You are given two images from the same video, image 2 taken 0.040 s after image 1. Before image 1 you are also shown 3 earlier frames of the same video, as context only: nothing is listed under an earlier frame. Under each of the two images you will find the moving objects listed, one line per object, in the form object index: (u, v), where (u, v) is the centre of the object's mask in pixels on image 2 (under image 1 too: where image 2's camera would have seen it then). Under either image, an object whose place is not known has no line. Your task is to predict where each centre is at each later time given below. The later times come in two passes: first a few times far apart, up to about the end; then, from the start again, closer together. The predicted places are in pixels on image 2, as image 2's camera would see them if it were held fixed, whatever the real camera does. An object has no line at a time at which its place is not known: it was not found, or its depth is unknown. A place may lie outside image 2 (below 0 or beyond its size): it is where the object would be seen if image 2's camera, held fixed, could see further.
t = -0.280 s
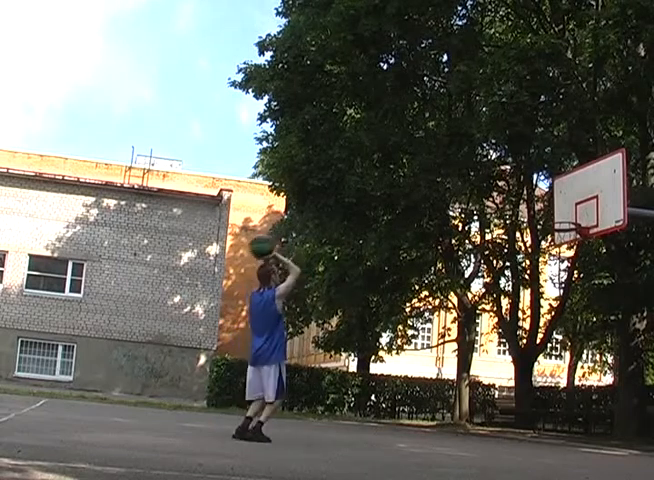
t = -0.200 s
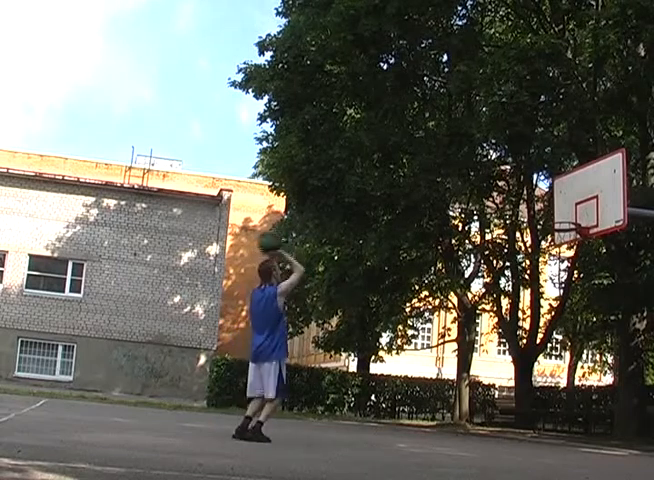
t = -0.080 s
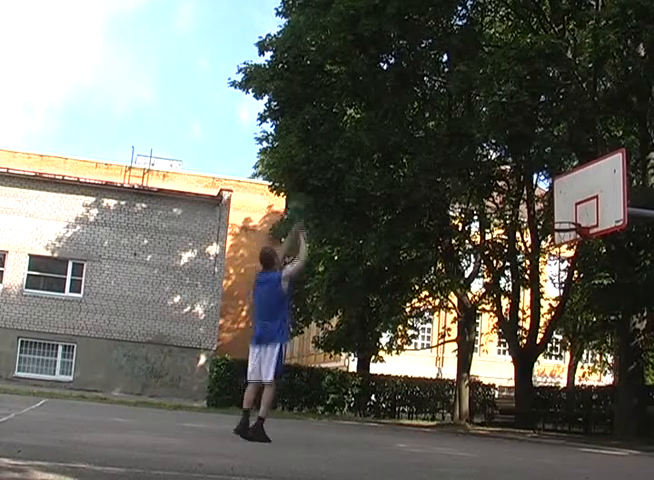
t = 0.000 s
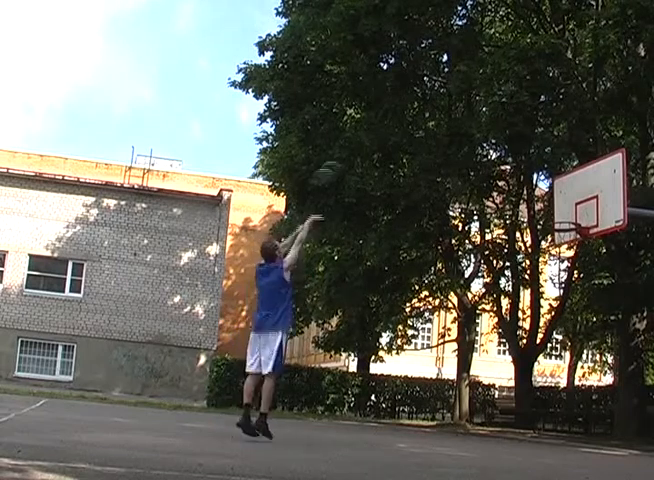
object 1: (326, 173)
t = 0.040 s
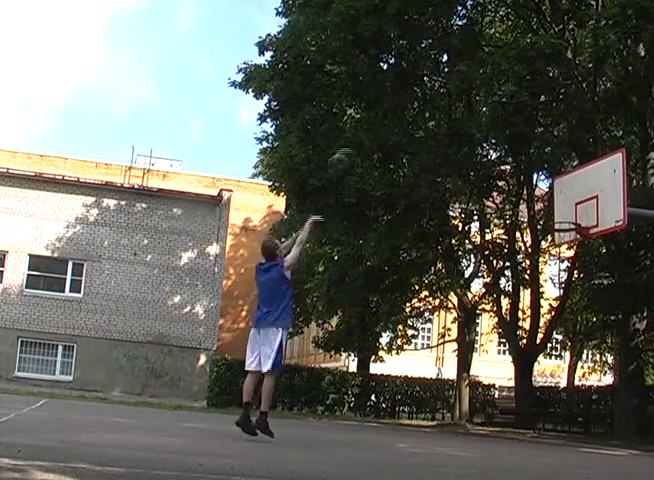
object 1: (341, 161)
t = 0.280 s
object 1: (418, 113)
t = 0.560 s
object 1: (485, 123)
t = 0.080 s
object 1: (355, 148)
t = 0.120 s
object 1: (369, 136)
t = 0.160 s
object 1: (379, 130)
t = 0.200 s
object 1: (392, 123)
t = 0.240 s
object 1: (403, 118)
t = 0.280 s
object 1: (418, 113)
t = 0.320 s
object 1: (427, 111)
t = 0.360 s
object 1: (438, 109)
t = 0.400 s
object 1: (447, 110)
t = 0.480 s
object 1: (467, 114)
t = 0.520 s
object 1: (475, 119)
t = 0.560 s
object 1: (485, 123)
